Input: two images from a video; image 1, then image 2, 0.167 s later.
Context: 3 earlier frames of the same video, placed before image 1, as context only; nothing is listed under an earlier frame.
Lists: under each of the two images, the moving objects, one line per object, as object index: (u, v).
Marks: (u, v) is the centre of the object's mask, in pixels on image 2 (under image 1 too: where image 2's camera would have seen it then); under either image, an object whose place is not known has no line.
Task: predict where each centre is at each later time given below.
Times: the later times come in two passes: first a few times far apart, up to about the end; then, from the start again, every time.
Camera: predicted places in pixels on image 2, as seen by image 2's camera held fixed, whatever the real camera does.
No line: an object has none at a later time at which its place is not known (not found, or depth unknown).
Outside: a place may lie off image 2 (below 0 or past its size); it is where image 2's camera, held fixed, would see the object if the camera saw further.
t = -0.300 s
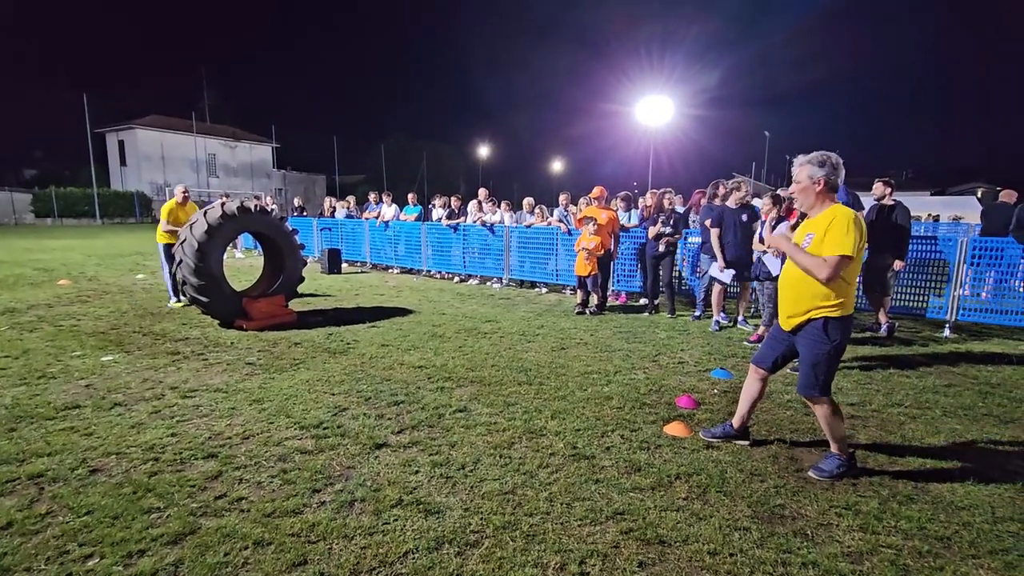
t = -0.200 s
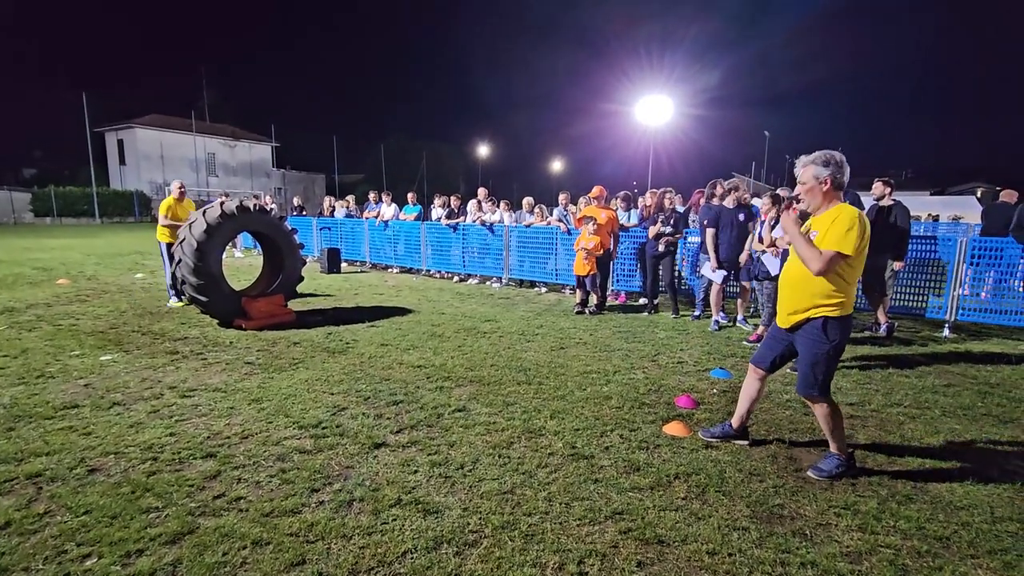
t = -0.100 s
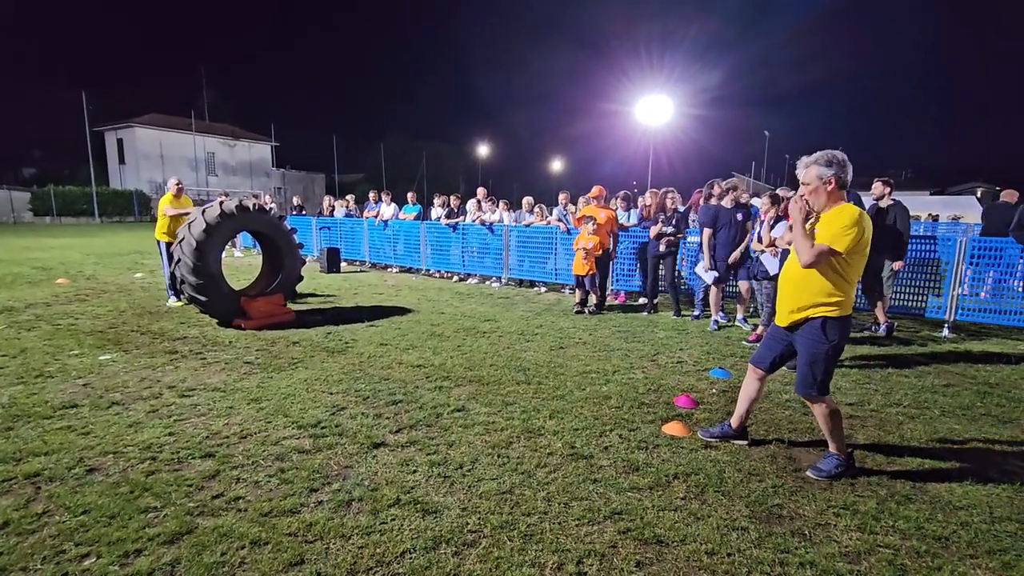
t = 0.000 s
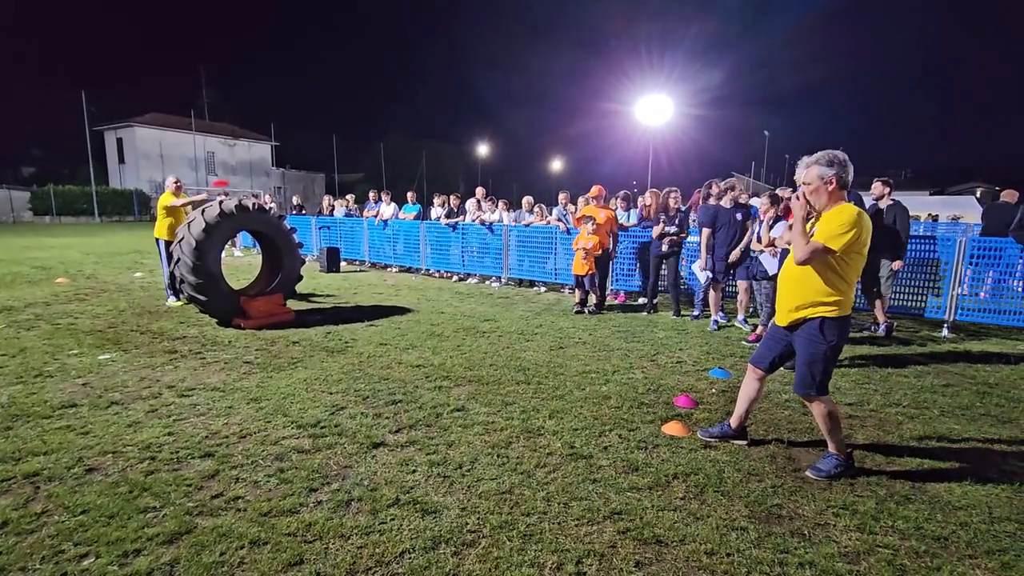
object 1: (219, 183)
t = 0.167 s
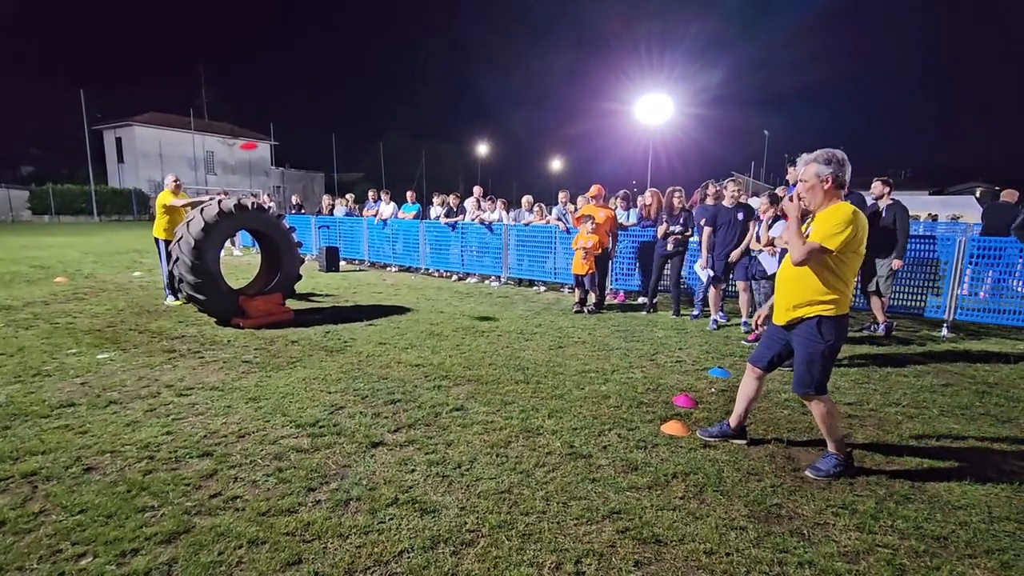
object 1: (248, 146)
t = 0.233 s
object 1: (262, 135)
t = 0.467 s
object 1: (323, 103)
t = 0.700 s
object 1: (410, 78)
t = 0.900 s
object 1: (517, 68)
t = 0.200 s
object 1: (255, 139)
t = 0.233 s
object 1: (262, 135)
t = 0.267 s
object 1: (270, 130)
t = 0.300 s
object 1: (277, 125)
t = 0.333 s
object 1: (286, 121)
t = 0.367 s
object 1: (294, 116)
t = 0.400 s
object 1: (304, 112)
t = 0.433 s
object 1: (314, 107)
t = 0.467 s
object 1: (323, 103)
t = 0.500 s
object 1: (334, 99)
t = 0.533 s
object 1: (345, 95)
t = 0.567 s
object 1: (357, 91)
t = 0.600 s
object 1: (369, 88)
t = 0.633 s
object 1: (382, 84)
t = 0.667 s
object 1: (395, 81)
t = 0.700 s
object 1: (410, 78)
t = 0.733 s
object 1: (425, 76)
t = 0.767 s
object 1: (441, 73)
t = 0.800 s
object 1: (458, 71)
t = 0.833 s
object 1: (476, 69)
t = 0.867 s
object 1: (496, 68)
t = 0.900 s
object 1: (517, 68)
